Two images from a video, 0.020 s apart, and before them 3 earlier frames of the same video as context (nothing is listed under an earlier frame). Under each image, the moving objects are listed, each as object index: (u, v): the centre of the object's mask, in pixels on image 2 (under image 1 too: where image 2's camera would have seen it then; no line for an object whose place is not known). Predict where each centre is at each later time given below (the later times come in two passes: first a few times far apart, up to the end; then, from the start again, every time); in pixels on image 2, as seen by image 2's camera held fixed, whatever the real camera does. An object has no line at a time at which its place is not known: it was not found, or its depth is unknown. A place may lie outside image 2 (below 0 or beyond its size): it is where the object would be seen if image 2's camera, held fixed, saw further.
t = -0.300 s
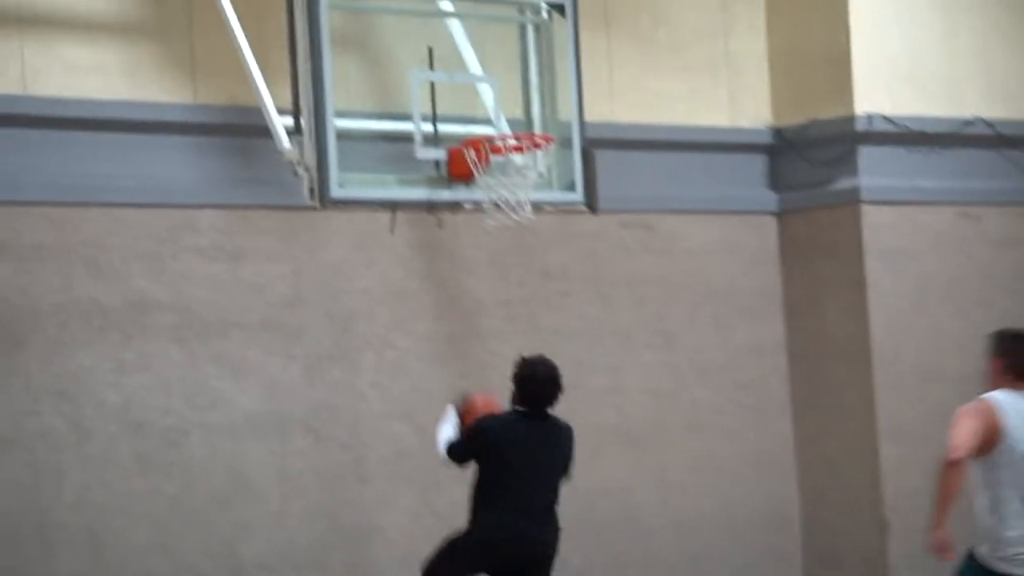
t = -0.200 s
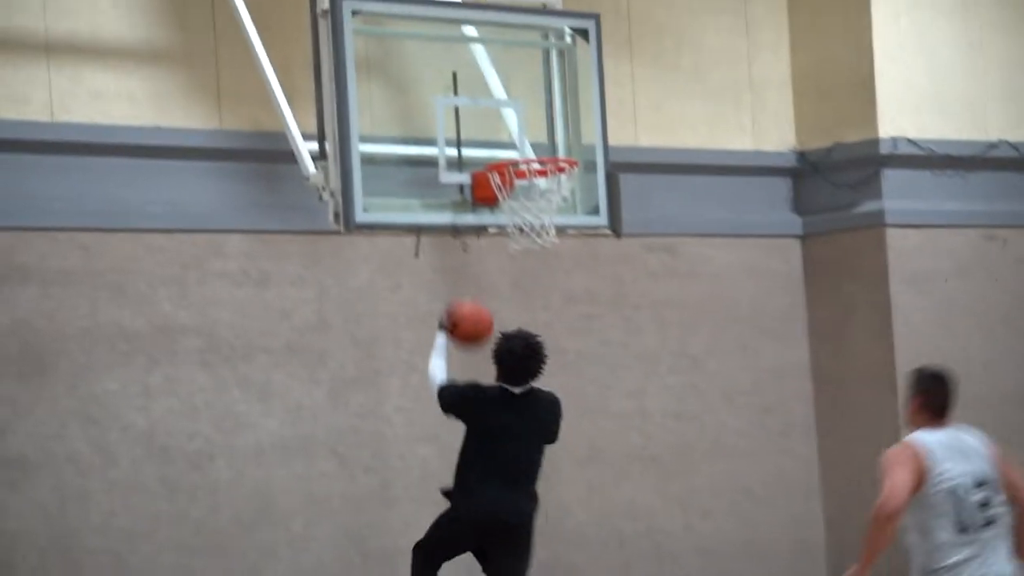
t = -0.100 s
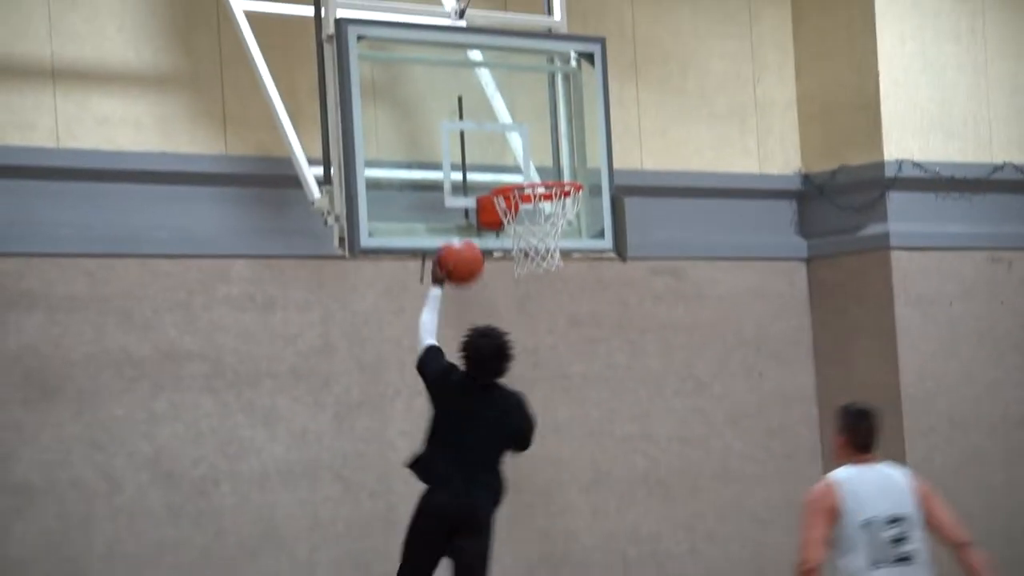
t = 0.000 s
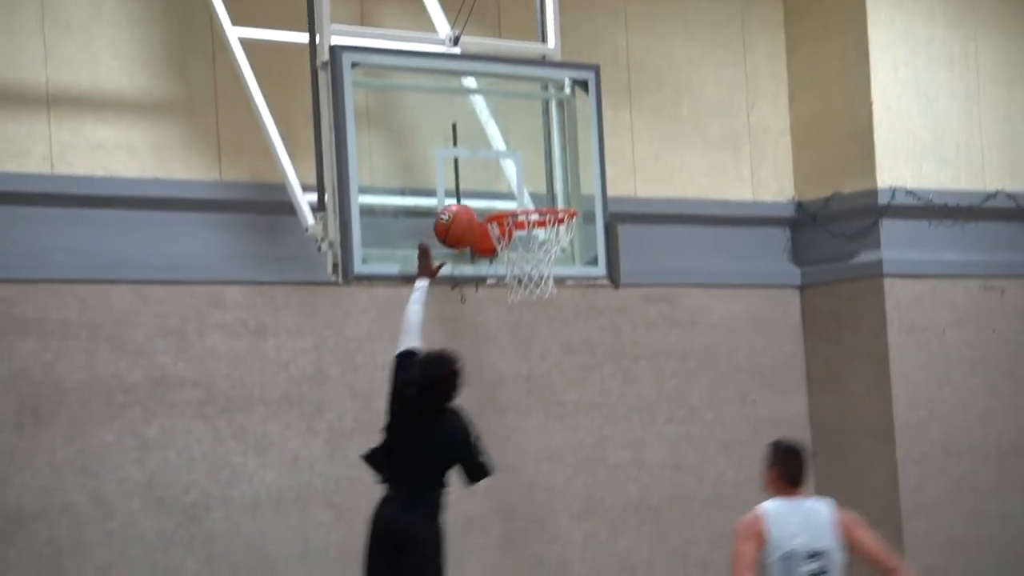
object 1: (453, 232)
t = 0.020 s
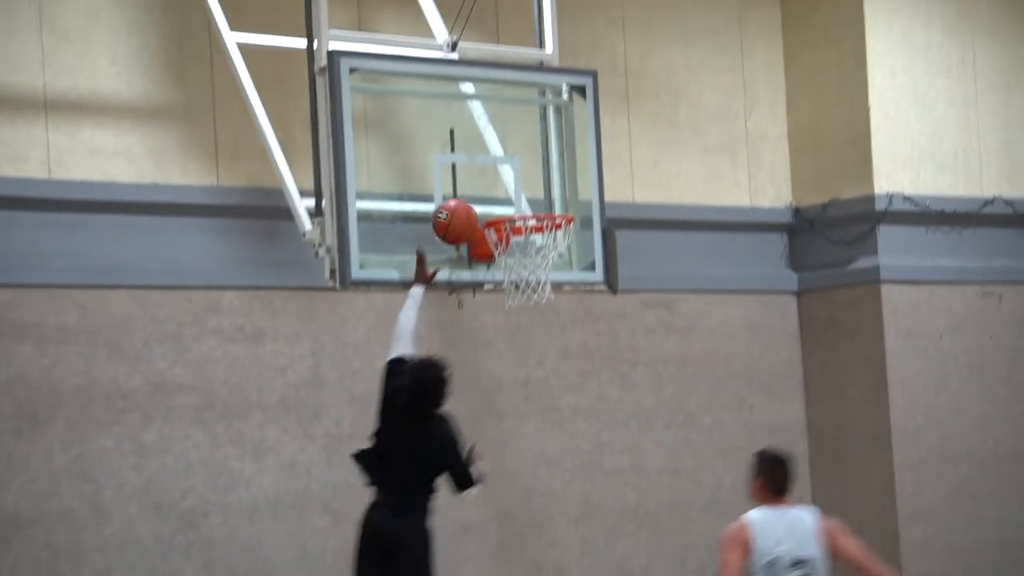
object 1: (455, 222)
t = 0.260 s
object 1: (481, 163)
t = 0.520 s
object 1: (545, 222)
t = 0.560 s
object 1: (555, 240)
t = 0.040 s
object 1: (456, 212)
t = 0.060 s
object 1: (457, 204)
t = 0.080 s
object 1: (459, 197)
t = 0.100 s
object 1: (460, 190)
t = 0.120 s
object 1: (461, 184)
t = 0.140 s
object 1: (463, 178)
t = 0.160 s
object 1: (464, 173)
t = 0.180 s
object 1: (466, 170)
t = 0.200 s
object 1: (468, 167)
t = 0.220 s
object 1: (471, 165)
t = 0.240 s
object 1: (476, 164)
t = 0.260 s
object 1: (481, 163)
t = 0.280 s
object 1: (485, 163)
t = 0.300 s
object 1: (490, 164)
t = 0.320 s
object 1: (495, 165)
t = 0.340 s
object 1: (500, 167)
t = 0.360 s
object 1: (505, 170)
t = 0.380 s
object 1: (510, 174)
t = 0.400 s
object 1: (514, 179)
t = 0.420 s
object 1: (519, 184)
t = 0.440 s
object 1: (525, 190)
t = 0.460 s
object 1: (530, 196)
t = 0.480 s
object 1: (535, 199)
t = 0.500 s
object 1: (539, 204)
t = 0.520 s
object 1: (545, 222)
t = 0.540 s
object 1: (550, 234)
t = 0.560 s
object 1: (555, 240)
